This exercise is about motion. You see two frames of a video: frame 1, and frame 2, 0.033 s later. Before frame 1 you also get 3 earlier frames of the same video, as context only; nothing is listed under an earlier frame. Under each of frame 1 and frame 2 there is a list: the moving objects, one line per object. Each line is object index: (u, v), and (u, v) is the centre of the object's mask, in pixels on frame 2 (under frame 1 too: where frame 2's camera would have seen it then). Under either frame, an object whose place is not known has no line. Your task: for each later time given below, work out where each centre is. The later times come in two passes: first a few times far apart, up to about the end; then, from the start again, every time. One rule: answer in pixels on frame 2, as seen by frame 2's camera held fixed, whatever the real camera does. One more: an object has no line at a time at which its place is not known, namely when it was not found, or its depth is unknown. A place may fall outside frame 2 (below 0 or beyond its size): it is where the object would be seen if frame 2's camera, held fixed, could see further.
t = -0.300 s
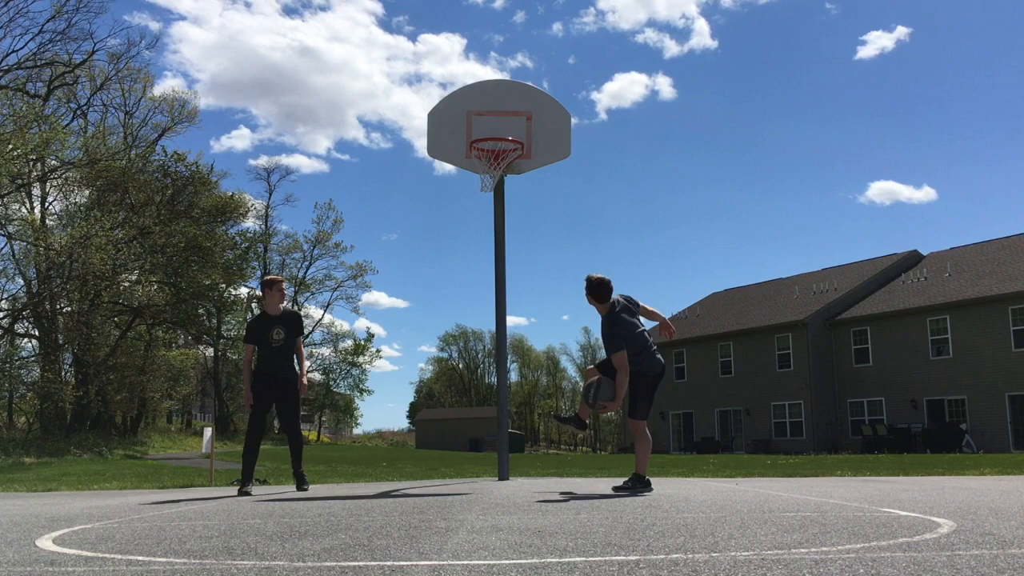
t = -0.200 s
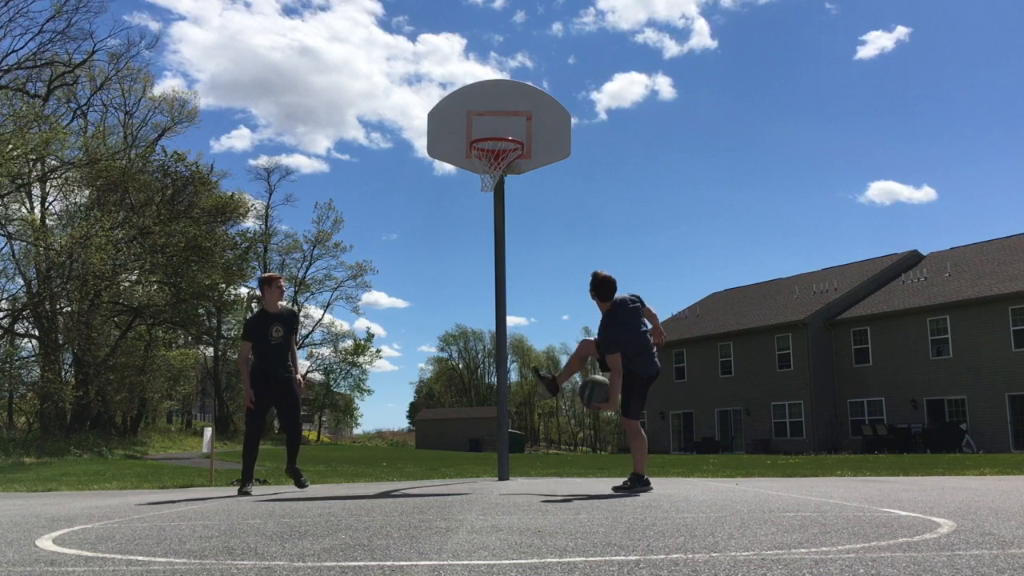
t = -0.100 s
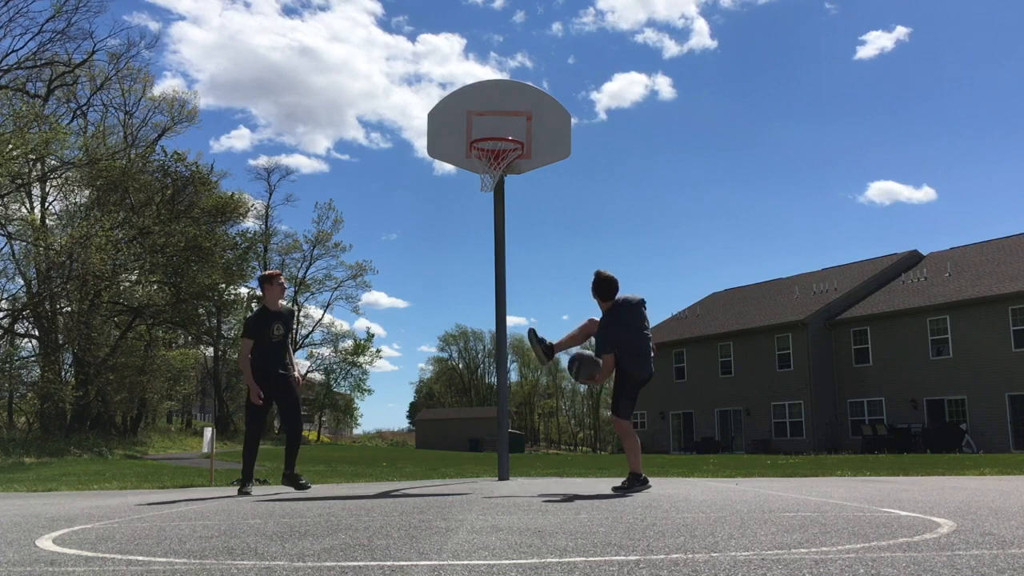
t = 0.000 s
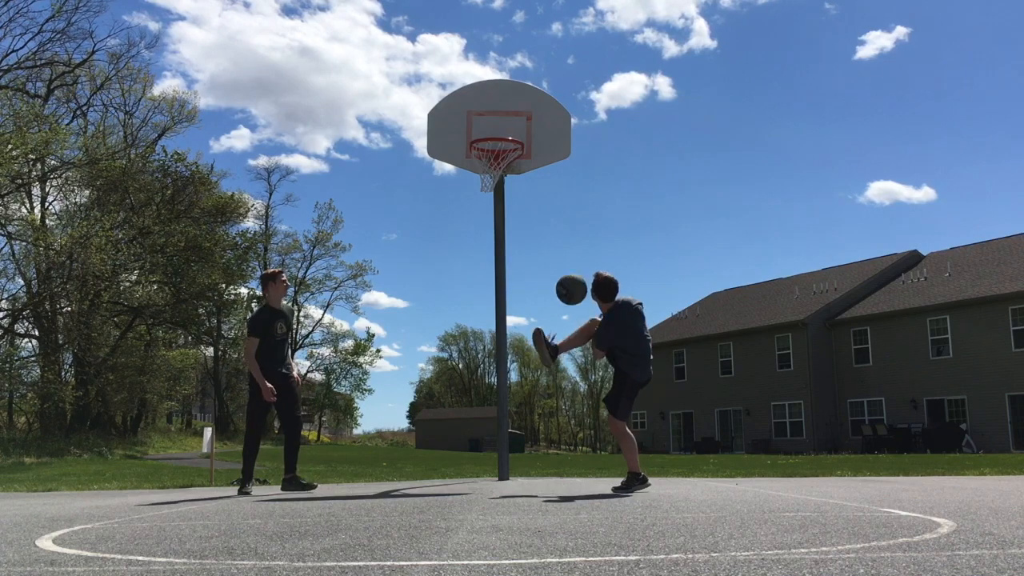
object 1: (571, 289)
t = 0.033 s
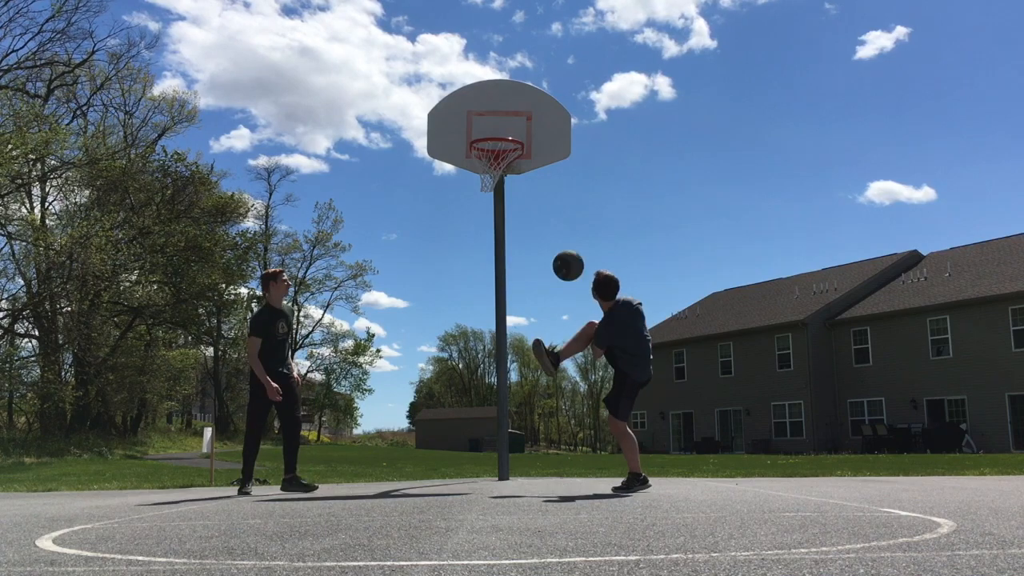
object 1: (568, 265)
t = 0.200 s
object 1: (552, 173)
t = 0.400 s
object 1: (534, 116)
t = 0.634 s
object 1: (514, 108)
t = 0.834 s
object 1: (498, 126)
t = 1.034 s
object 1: (498, 149)
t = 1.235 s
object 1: (508, 173)
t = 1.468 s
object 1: (483, 213)
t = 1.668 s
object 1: (461, 292)
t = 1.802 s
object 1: (446, 371)
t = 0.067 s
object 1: (565, 244)
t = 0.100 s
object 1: (562, 223)
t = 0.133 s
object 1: (558, 205)
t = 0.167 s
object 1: (555, 189)
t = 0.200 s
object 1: (552, 173)
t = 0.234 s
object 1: (549, 160)
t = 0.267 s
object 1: (546, 149)
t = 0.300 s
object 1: (543, 138)
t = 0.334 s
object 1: (540, 130)
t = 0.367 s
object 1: (537, 122)
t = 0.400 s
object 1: (534, 116)
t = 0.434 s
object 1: (531, 111)
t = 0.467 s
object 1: (528, 108)
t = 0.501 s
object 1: (525, 106)
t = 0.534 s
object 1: (522, 105)
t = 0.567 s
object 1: (519, 105)
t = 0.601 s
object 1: (516, 106)
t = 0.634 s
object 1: (514, 108)
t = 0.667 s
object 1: (511, 112)
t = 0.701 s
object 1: (509, 116)
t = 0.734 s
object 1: (506, 122)
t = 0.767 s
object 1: (504, 127)
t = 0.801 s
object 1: (501, 126)
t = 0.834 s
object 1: (498, 126)
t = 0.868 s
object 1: (495, 127)
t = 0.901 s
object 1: (492, 128)
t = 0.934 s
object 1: (489, 131)
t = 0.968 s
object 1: (486, 140)
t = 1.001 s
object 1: (492, 145)
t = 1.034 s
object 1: (498, 149)
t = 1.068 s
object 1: (505, 153)
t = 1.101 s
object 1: (513, 157)
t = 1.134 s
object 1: (514, 162)
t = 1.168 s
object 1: (511, 165)
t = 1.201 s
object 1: (510, 168)
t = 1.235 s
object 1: (508, 173)
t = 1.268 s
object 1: (505, 178)
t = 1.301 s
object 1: (502, 180)
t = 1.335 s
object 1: (499, 183)
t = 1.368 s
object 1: (495, 189)
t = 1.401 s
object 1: (489, 197)
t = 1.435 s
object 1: (487, 204)
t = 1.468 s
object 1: (483, 213)
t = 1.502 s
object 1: (480, 223)
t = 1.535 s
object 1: (476, 234)
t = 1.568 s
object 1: (473, 247)
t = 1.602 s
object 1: (469, 261)
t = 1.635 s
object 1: (465, 276)
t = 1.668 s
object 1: (461, 292)
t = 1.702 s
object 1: (457, 310)
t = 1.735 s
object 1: (453, 329)
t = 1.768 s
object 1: (449, 348)
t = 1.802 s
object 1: (446, 371)
